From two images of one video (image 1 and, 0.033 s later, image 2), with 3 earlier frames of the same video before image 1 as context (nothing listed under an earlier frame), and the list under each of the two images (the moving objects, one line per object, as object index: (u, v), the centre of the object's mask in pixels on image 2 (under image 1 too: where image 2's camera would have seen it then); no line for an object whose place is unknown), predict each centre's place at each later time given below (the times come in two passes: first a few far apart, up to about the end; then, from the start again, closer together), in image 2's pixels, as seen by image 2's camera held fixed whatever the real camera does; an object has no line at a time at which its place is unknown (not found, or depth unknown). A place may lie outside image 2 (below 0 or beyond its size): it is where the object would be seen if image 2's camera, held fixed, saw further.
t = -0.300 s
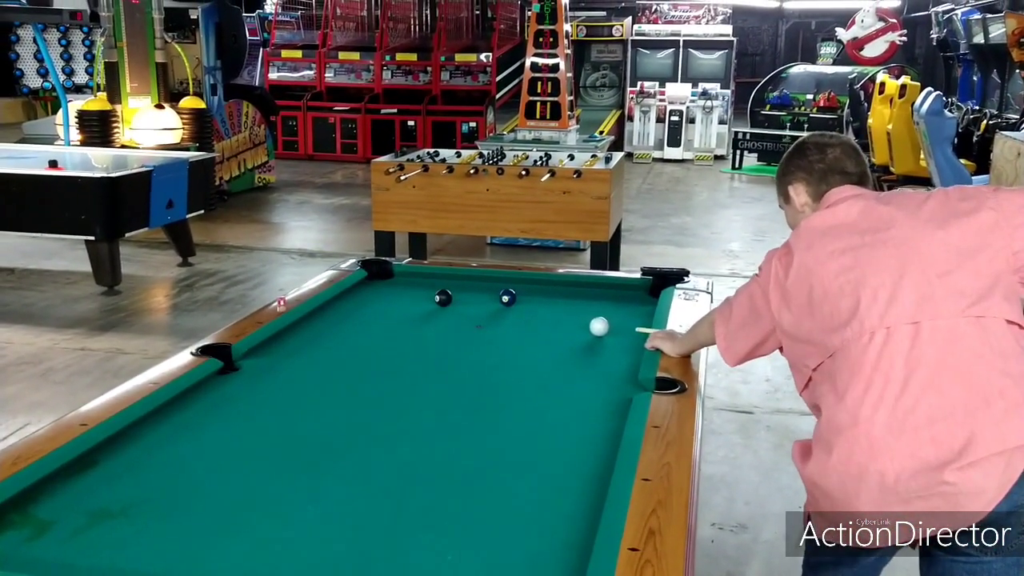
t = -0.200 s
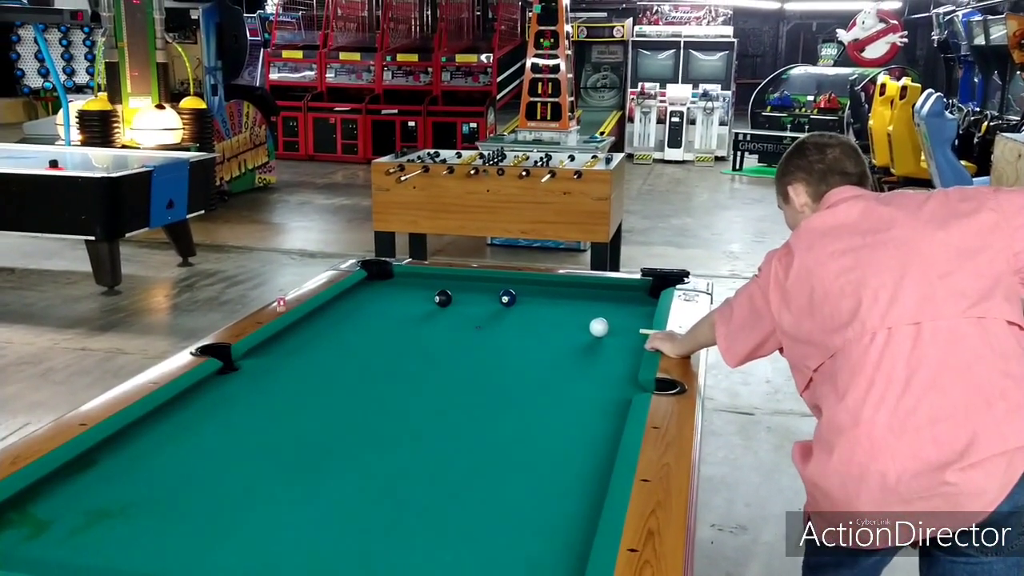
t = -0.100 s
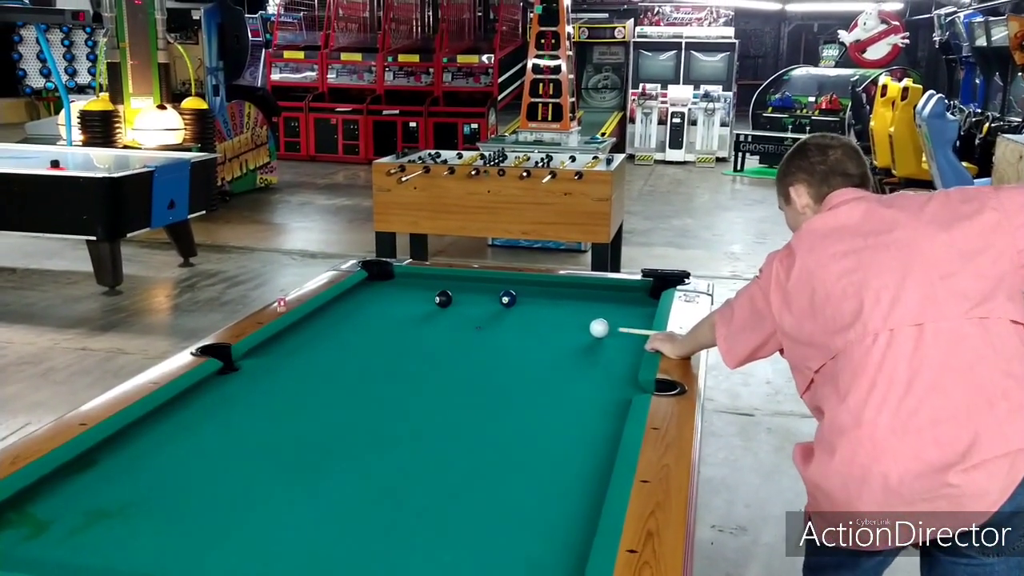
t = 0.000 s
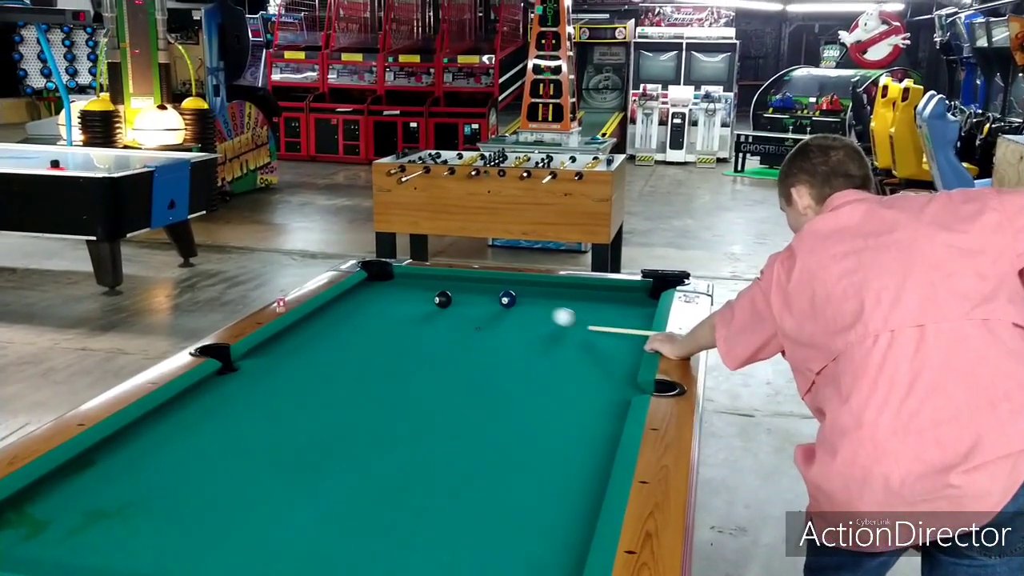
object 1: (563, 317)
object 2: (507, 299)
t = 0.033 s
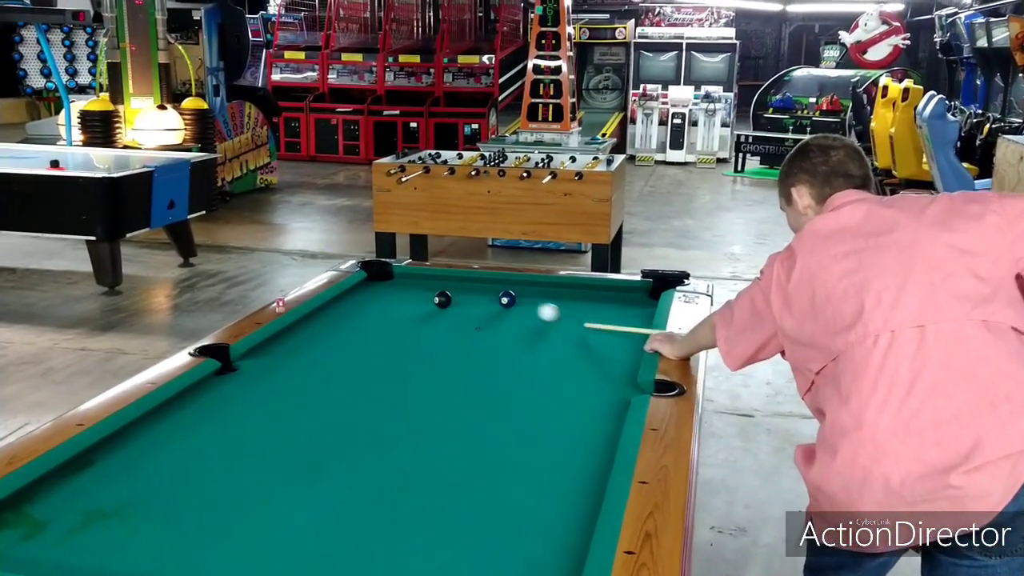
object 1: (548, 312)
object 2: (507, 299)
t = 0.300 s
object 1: (502, 297)
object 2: (455, 282)
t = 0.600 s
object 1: (475, 289)
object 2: (390, 279)
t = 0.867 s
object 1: (453, 283)
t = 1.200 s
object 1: (430, 277)
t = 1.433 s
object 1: (416, 278)
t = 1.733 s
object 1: (400, 279)
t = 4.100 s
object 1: (369, 282)
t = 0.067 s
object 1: (534, 307)
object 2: (507, 299)
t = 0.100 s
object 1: (521, 303)
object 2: (506, 299)
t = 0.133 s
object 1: (517, 302)
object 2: (500, 296)
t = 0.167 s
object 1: (515, 302)
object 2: (489, 293)
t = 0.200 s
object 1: (511, 301)
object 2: (478, 289)
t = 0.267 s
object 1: (505, 299)
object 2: (461, 284)
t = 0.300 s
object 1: (502, 297)
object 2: (455, 282)
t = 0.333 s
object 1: (499, 297)
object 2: (447, 280)
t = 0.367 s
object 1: (496, 296)
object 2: (441, 278)
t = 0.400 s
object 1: (492, 295)
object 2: (433, 278)
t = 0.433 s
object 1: (489, 294)
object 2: (426, 278)
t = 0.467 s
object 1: (486, 293)
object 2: (418, 278)
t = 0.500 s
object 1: (483, 292)
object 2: (411, 278)
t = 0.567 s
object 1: (477, 290)
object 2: (397, 280)
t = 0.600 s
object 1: (475, 289)
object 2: (390, 279)
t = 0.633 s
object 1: (472, 288)
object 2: (381, 280)
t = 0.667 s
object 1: (469, 288)
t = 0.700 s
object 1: (466, 287)
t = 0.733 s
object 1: (464, 286)
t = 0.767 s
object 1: (461, 285)
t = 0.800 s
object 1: (458, 285)
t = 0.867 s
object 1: (453, 283)
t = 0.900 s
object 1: (451, 282)
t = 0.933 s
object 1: (448, 282)
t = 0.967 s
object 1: (446, 281)
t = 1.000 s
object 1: (443, 280)
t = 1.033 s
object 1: (441, 279)
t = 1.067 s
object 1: (439, 279)
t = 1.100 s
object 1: (436, 278)
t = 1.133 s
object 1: (434, 277)
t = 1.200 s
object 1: (430, 277)
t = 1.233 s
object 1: (428, 277)
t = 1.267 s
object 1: (426, 277)
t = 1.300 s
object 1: (424, 277)
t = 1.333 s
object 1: (422, 278)
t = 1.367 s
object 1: (420, 278)
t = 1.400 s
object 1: (418, 278)
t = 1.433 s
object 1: (416, 278)
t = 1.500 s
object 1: (412, 278)
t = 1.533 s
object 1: (411, 279)
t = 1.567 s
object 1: (409, 279)
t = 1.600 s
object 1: (407, 279)
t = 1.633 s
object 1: (405, 279)
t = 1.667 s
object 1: (404, 279)
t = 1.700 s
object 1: (402, 279)
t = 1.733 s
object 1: (400, 279)
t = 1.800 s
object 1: (397, 279)
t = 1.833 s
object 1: (395, 279)
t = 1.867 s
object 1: (394, 280)
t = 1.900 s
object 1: (393, 280)
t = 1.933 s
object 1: (391, 280)
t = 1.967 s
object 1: (390, 280)
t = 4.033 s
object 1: (369, 282)
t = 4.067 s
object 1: (369, 282)
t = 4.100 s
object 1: (369, 282)
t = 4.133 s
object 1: (370, 282)
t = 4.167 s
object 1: (370, 282)
